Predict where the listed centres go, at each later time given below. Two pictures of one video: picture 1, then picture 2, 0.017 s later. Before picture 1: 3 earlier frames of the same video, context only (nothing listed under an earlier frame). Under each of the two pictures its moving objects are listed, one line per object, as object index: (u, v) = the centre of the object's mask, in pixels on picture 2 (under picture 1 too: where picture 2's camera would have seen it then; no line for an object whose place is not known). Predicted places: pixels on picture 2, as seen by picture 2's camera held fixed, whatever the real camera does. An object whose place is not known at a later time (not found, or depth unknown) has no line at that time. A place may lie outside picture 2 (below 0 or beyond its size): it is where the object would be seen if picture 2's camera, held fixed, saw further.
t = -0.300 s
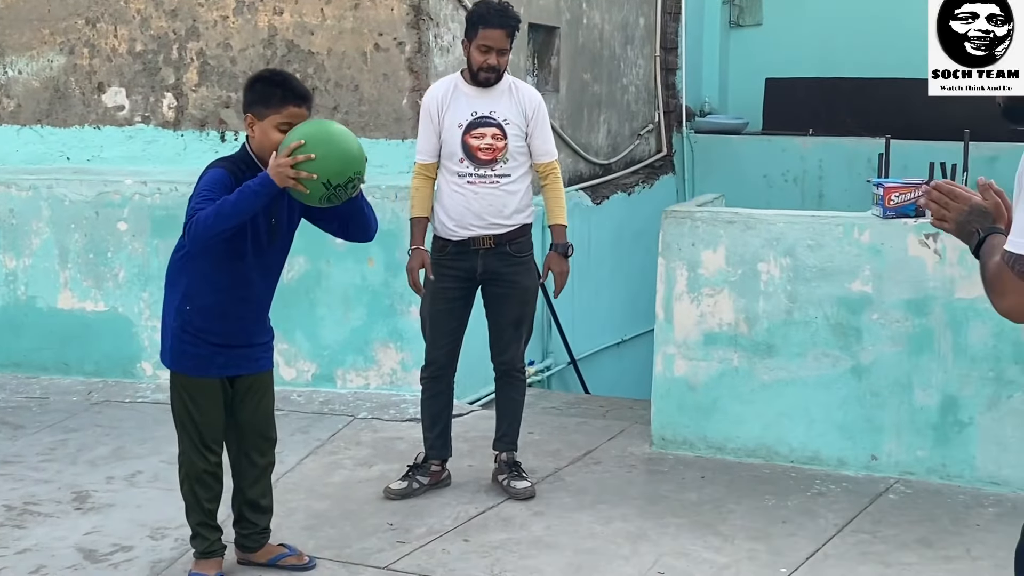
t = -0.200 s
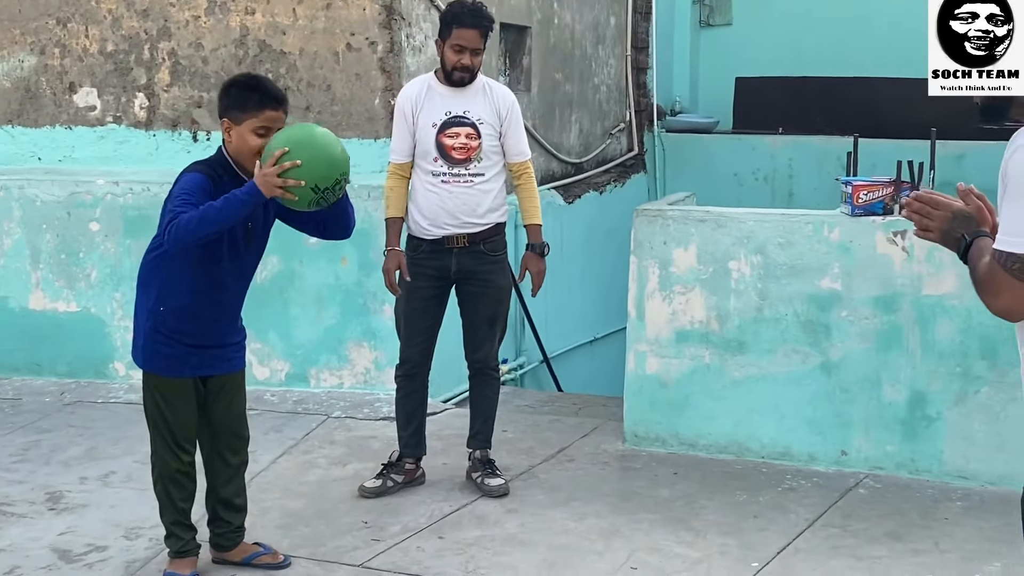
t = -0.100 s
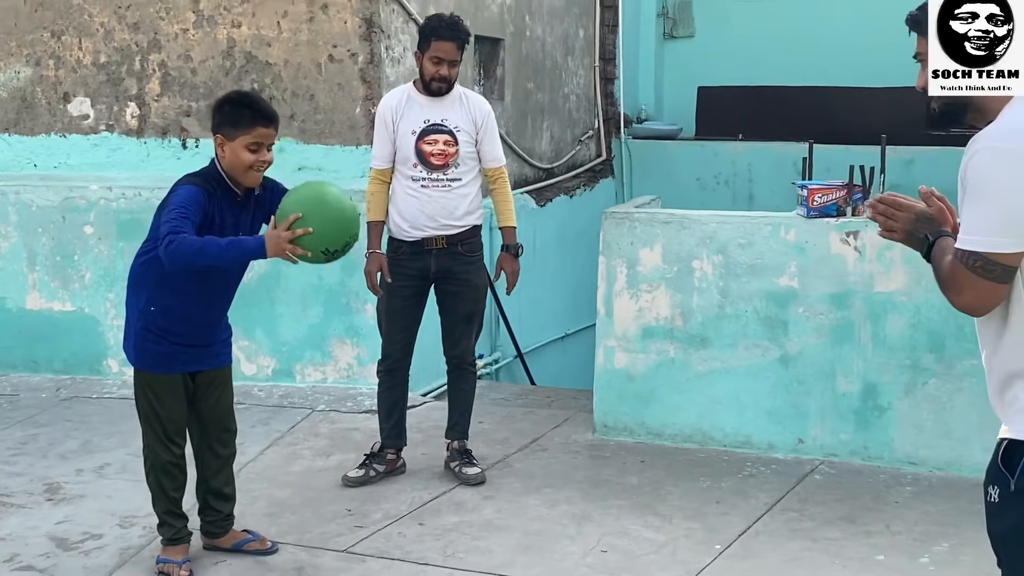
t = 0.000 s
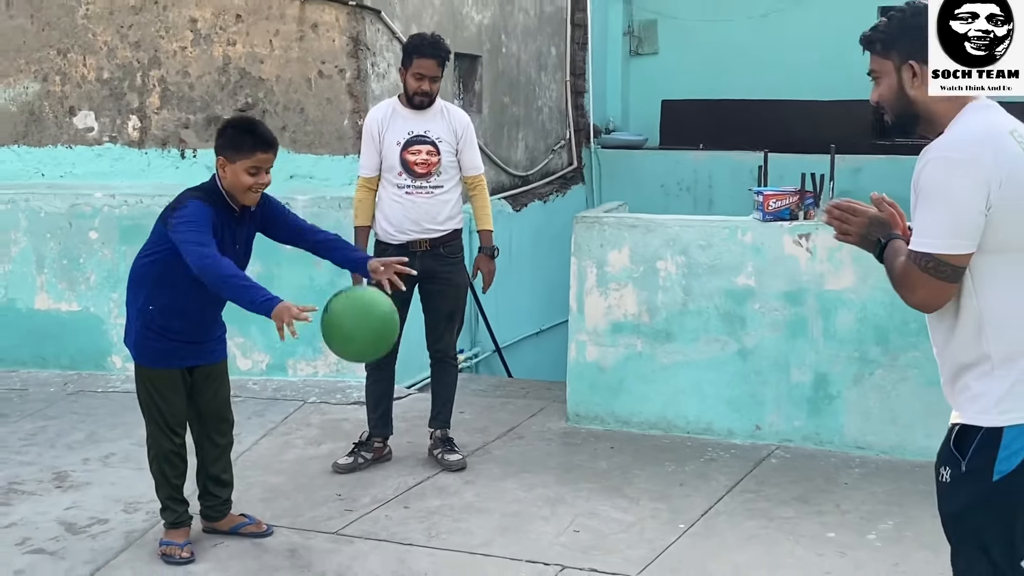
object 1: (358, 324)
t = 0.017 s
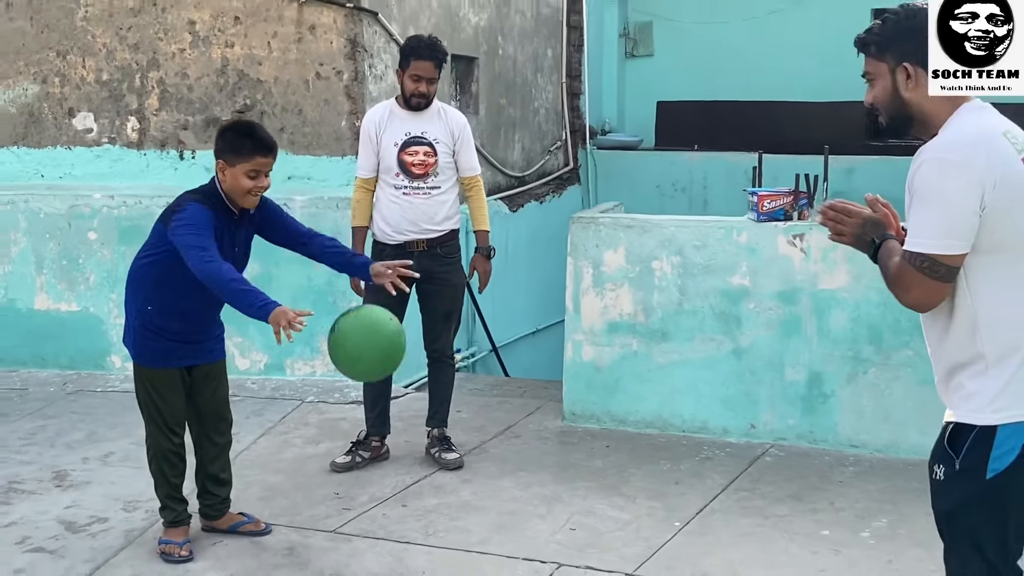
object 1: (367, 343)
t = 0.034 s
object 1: (376, 364)
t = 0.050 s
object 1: (385, 386)
